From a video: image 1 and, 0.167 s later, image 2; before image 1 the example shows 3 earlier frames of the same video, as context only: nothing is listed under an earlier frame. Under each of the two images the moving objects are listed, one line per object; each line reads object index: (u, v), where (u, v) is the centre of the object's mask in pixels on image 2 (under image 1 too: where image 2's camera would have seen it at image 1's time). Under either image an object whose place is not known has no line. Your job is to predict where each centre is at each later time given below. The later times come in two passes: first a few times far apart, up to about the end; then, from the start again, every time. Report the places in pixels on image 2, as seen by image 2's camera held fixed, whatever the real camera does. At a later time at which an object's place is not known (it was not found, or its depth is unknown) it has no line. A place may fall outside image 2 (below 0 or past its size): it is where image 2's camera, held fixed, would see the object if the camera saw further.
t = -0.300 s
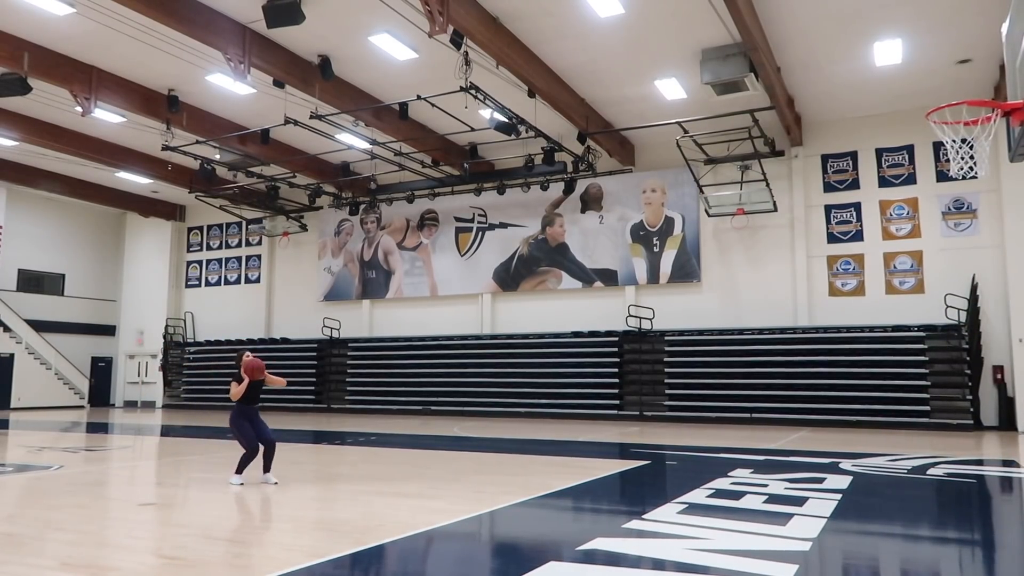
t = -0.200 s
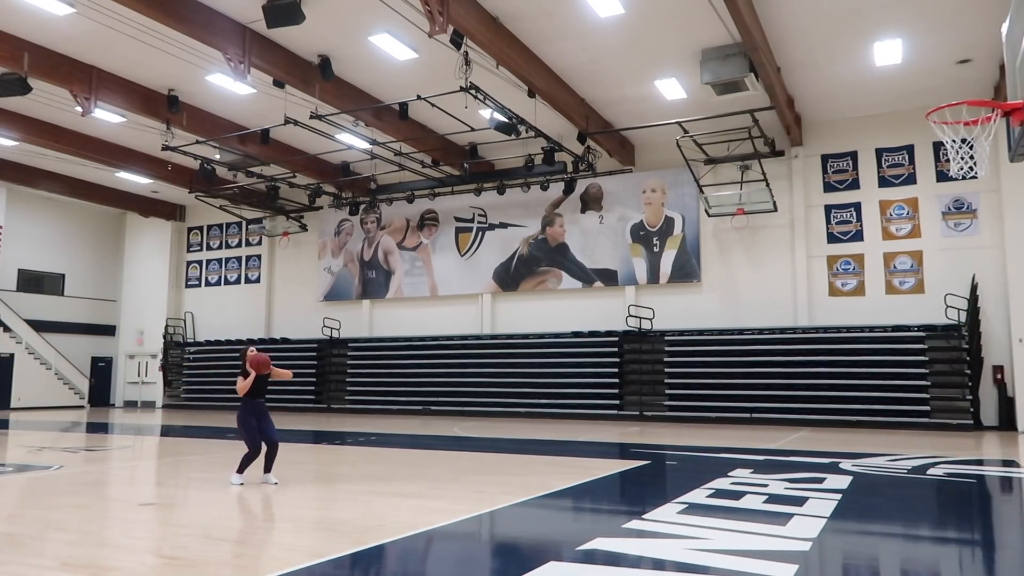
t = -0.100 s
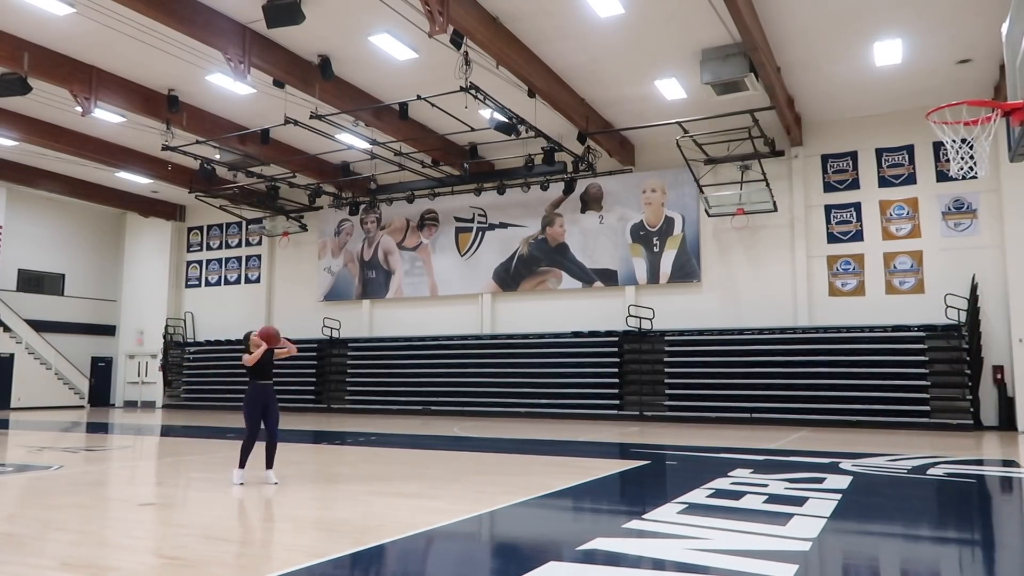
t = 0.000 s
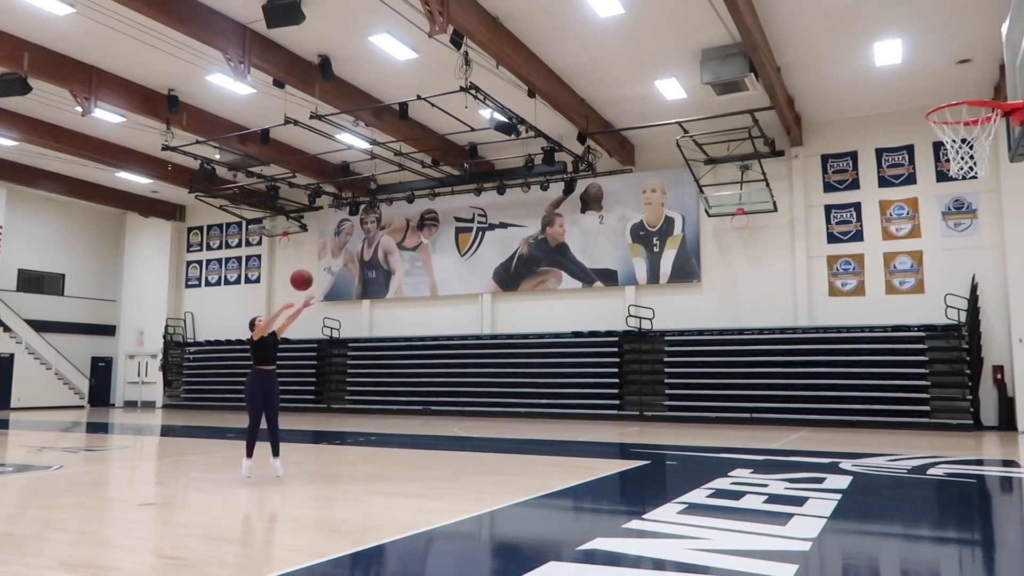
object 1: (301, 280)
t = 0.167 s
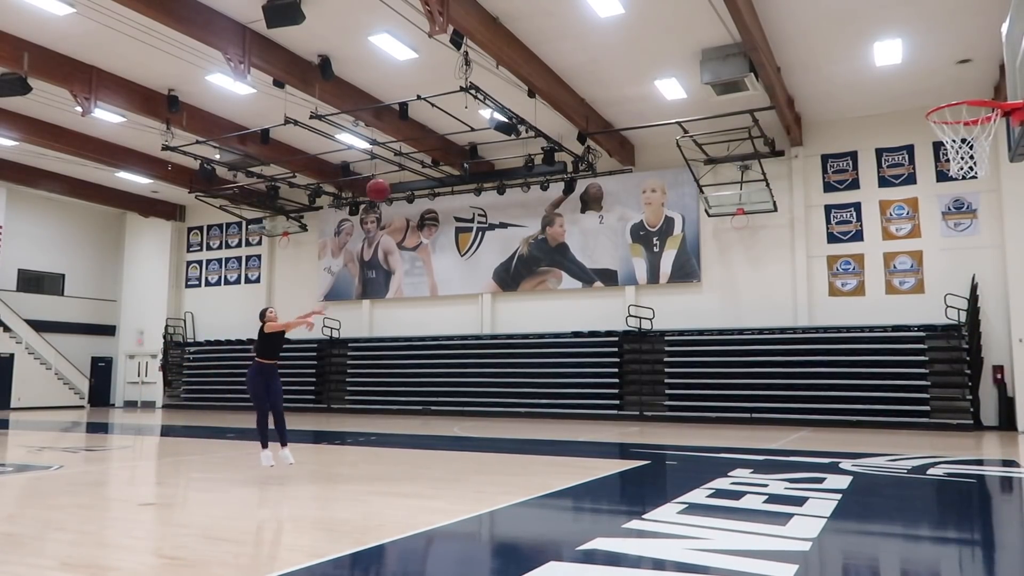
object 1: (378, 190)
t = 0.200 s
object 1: (394, 174)
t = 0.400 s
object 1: (496, 97)
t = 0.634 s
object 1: (630, 48)
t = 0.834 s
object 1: (764, 50)
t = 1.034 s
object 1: (921, 103)
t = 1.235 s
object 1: (949, 35)
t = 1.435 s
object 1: (979, 13)
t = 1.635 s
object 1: (992, 28)
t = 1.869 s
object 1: (965, 89)
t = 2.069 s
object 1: (958, 157)
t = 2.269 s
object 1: (962, 226)
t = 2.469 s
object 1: (972, 345)
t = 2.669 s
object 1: (987, 520)
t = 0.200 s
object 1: (394, 174)
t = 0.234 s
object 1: (411, 159)
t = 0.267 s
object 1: (427, 144)
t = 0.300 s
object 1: (444, 131)
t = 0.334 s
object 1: (461, 119)
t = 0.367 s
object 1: (478, 108)
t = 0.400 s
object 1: (496, 97)
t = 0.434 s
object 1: (514, 87)
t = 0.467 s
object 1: (532, 77)
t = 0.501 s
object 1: (551, 69)
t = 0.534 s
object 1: (570, 63)
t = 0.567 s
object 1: (590, 57)
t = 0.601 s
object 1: (610, 52)
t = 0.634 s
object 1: (630, 48)
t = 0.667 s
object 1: (652, 46)
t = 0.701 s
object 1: (673, 44)
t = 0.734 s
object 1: (695, 44)
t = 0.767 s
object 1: (717, 45)
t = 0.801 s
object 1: (741, 46)
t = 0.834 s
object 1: (764, 50)
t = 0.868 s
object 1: (790, 55)
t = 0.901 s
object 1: (815, 62)
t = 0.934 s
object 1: (840, 70)
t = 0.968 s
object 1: (867, 80)
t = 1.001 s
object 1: (894, 91)
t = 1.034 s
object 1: (921, 103)
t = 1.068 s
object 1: (927, 93)
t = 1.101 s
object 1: (931, 79)
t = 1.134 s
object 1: (936, 66)
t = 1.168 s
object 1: (940, 54)
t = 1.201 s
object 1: (944, 45)
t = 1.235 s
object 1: (949, 35)
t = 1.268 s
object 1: (954, 28)
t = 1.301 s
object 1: (959, 22)
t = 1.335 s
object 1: (964, 17)
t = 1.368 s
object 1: (969, 14)
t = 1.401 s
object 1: (974, 13)
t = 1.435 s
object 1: (979, 13)
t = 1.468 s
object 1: (985, 14)
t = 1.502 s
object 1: (991, 15)
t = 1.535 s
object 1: (997, 18)
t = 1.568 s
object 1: (1001, 22)
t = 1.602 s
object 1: (996, 24)
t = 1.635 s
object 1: (992, 28)
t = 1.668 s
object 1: (988, 33)
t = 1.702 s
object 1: (984, 39)
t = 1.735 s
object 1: (980, 47)
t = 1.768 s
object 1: (976, 56)
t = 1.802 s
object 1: (972, 66)
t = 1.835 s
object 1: (968, 78)
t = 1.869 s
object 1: (965, 89)
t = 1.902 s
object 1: (962, 106)
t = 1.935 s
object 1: (960, 118)
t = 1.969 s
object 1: (958, 126)
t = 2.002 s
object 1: (959, 138)
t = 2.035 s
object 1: (955, 145)
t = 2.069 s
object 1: (958, 157)
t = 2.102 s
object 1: (954, 174)
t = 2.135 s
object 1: (957, 180)
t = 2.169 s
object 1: (958, 186)
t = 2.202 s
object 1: (959, 198)
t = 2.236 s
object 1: (961, 212)
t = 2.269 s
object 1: (962, 226)
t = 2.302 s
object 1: (964, 243)
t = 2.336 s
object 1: (965, 260)
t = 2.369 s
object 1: (967, 279)
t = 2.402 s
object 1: (969, 299)
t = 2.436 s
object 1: (970, 322)
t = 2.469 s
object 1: (972, 345)
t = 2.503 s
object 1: (974, 370)
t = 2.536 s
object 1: (977, 397)
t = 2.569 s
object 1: (979, 425)
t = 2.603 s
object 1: (981, 455)
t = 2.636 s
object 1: (985, 486)
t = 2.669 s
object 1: (987, 520)
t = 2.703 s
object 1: (989, 506)
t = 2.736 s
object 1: (990, 484)
